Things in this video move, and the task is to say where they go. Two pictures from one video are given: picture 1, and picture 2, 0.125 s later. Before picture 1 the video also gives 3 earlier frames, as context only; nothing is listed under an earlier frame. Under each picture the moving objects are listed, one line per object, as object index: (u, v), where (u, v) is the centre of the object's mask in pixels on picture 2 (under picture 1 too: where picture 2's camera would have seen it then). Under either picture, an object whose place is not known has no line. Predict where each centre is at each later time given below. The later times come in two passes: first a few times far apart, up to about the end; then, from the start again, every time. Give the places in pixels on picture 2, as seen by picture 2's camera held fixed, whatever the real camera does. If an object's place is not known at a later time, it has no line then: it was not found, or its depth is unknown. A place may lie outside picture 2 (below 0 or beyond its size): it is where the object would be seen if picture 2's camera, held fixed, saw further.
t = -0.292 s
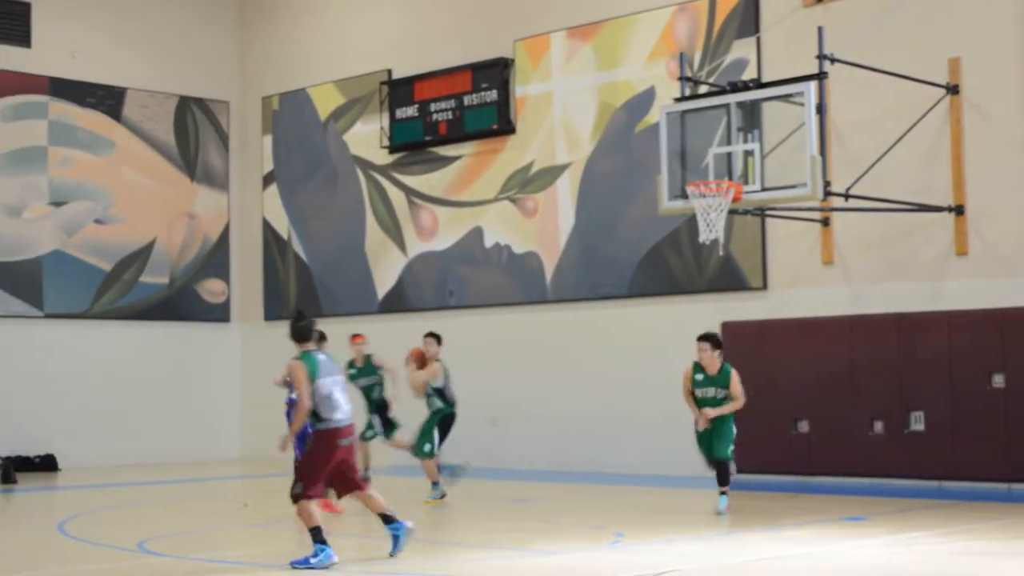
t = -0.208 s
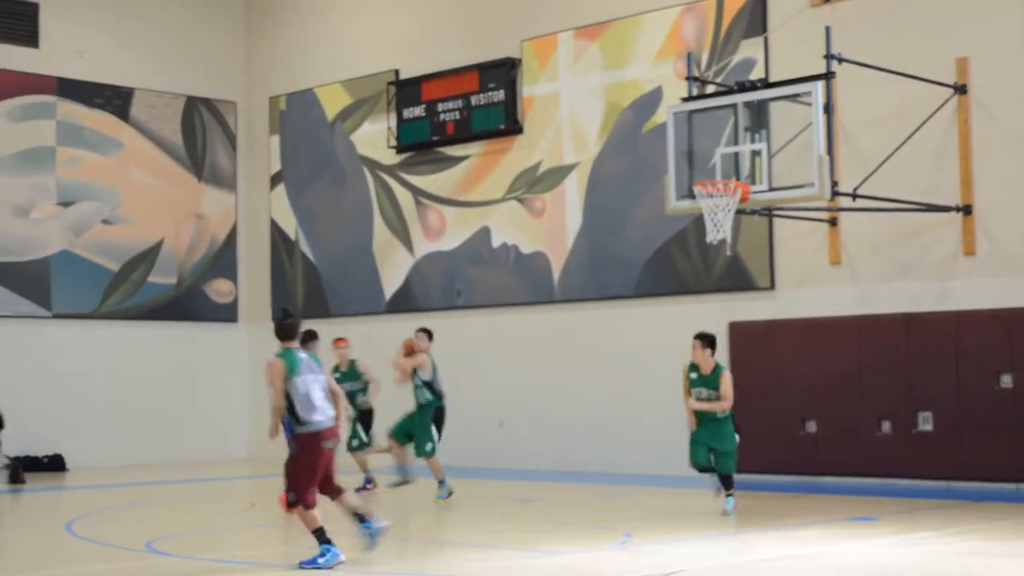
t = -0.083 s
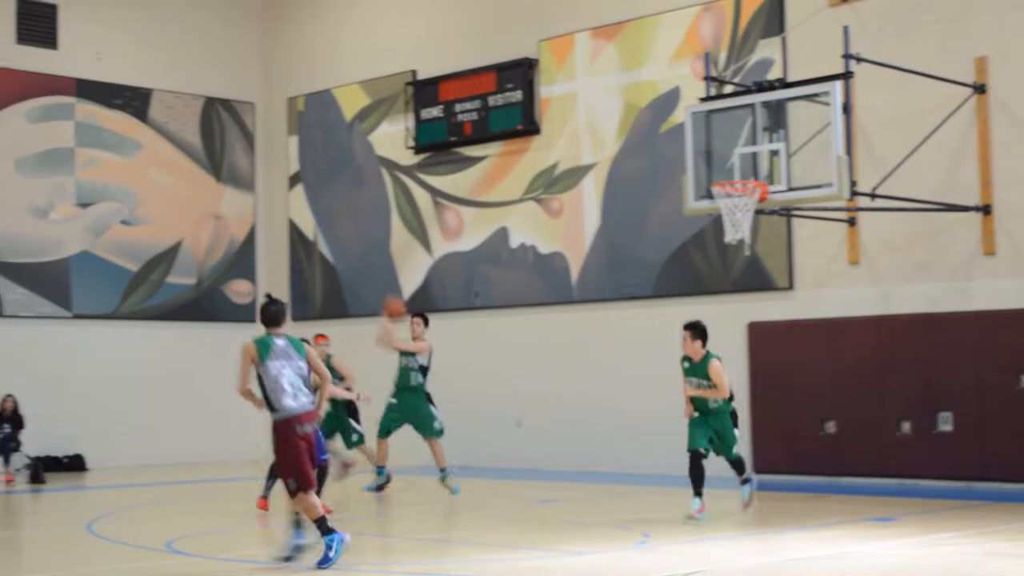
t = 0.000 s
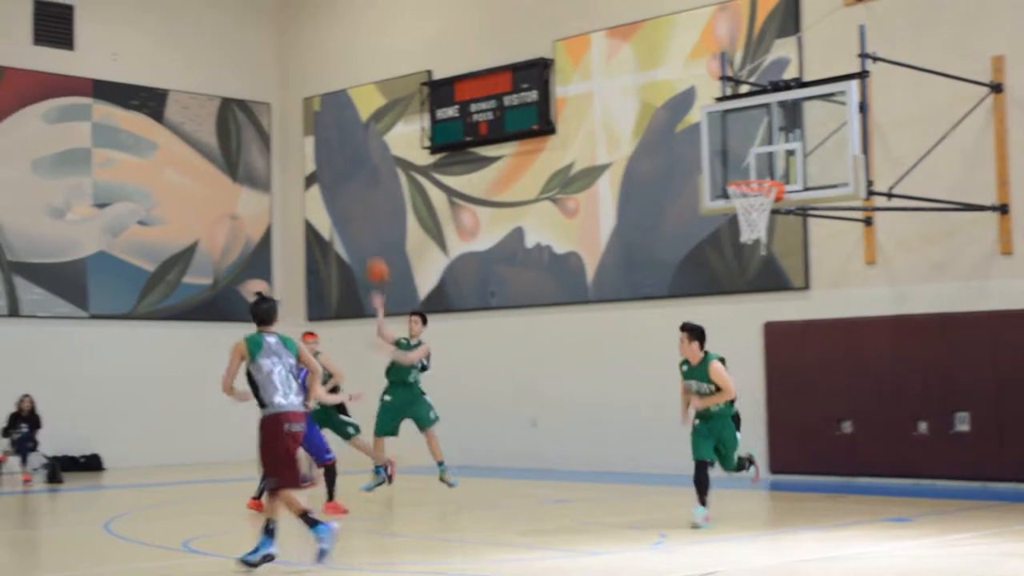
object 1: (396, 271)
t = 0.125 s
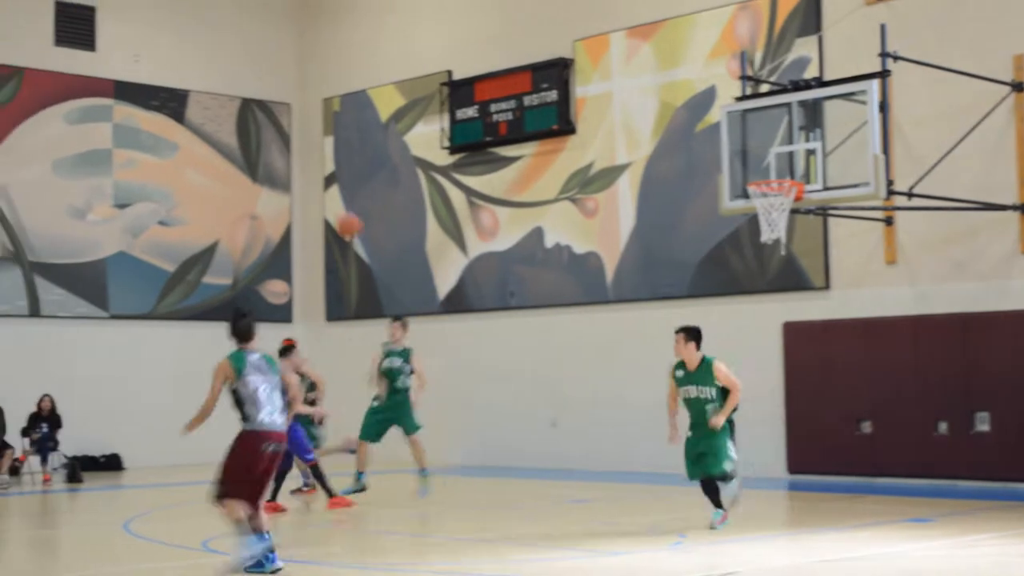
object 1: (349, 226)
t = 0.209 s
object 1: (312, 200)
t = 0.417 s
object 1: (204, 160)
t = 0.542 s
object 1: (125, 160)
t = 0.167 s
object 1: (330, 212)
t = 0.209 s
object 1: (312, 200)
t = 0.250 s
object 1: (292, 188)
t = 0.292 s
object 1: (273, 179)
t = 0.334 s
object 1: (252, 171)
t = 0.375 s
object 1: (229, 165)
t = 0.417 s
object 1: (204, 160)
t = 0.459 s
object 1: (179, 159)
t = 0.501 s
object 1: (152, 158)
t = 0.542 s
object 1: (125, 160)
